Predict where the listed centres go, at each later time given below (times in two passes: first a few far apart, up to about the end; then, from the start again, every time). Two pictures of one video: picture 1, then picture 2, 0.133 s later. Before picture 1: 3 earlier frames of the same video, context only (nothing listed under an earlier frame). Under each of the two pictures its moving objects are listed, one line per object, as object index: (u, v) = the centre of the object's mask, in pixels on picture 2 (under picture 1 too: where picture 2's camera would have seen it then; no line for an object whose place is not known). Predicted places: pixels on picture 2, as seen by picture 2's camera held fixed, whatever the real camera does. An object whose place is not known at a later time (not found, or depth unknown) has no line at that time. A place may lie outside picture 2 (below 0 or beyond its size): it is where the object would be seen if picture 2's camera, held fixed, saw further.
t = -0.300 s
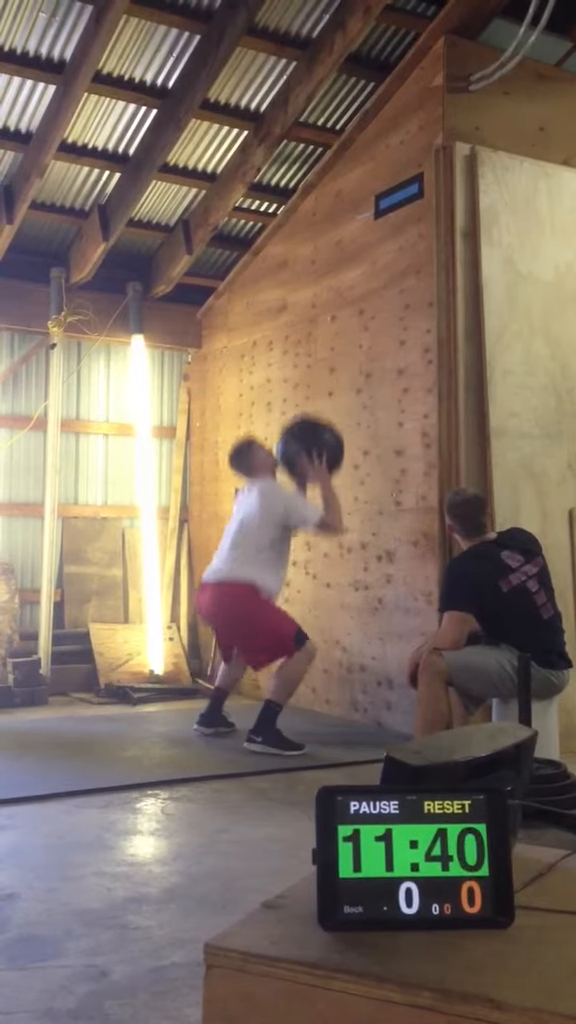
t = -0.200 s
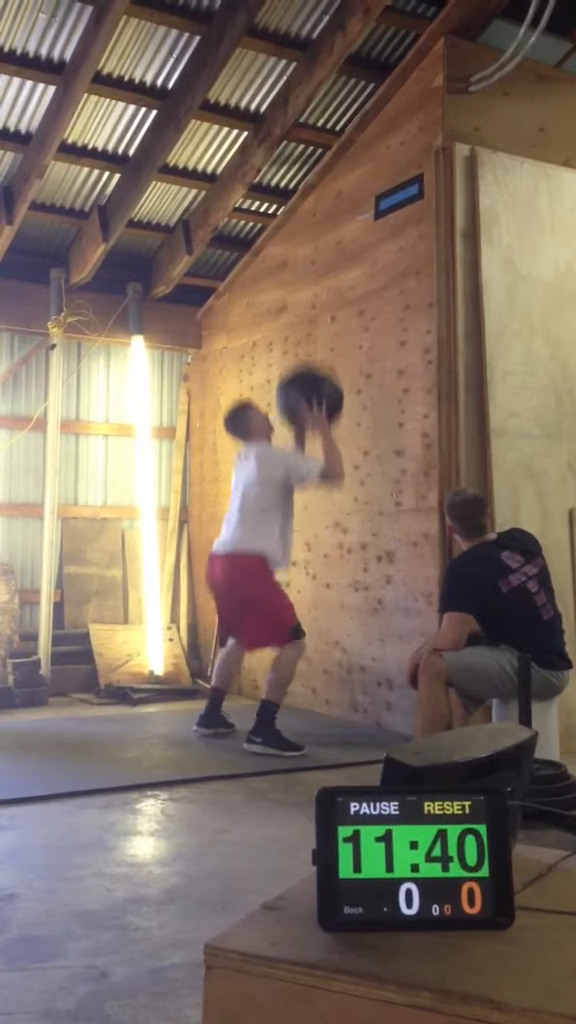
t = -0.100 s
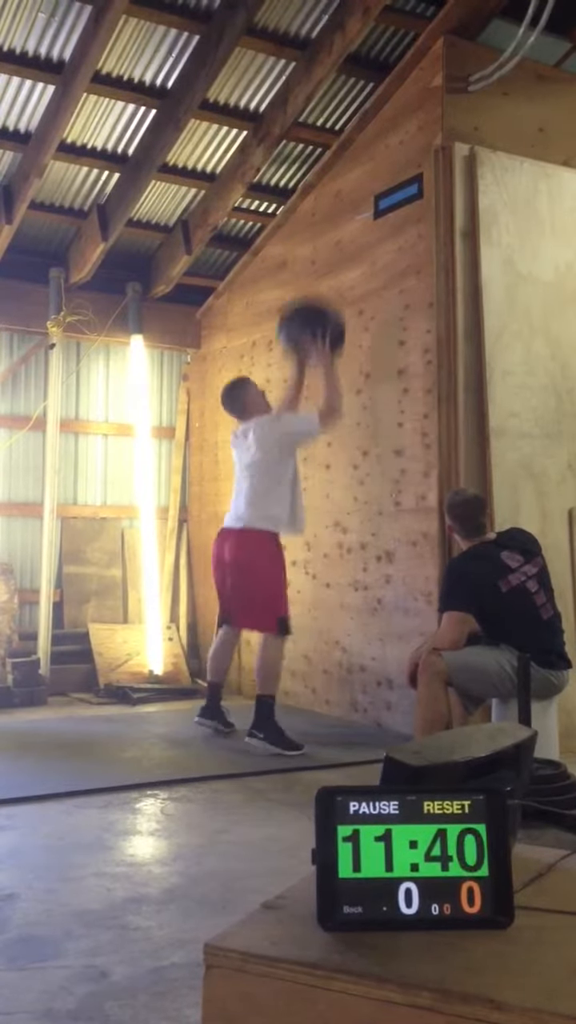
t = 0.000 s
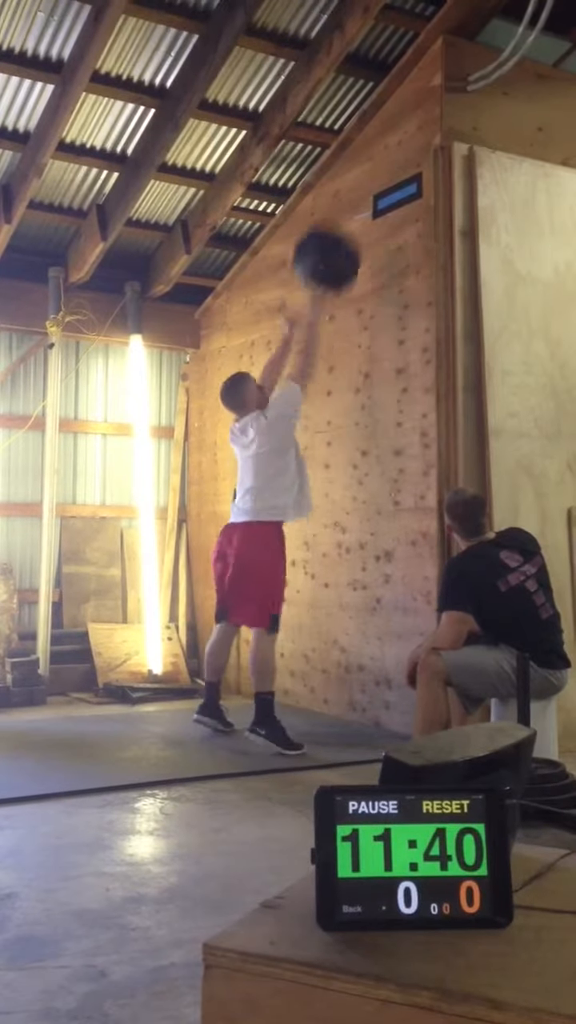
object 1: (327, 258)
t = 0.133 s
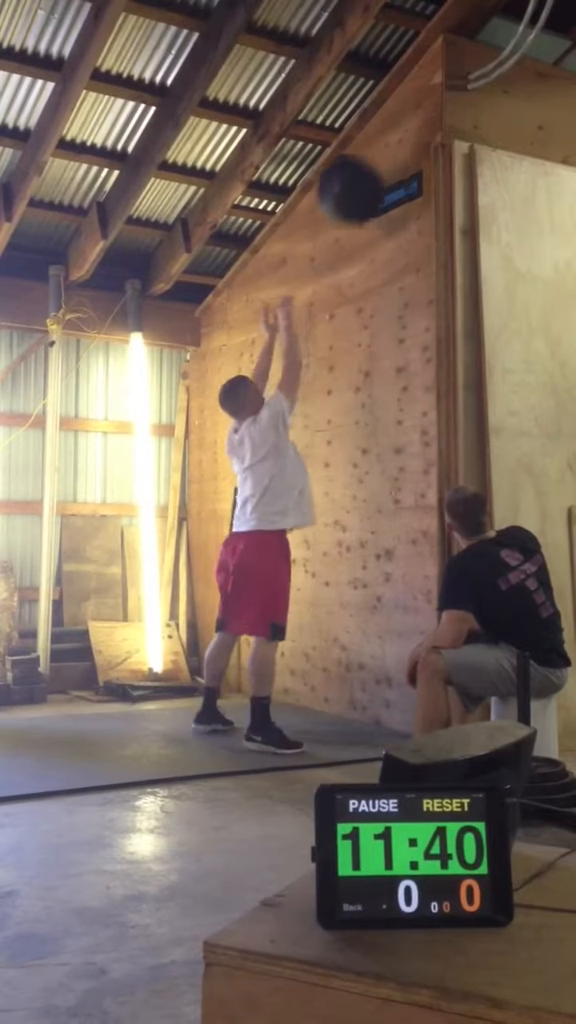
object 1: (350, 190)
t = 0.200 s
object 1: (362, 171)
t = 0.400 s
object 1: (363, 156)
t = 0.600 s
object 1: (340, 213)
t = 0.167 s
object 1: (356, 179)
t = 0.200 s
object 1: (362, 171)
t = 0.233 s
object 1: (367, 163)
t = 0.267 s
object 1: (377, 157)
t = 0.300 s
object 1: (379, 155)
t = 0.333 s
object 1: (376, 153)
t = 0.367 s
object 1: (367, 153)
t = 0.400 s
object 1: (363, 156)
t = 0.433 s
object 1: (360, 160)
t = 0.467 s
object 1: (355, 167)
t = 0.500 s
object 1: (352, 175)
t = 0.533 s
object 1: (348, 186)
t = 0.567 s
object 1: (344, 199)
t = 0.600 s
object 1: (340, 213)
